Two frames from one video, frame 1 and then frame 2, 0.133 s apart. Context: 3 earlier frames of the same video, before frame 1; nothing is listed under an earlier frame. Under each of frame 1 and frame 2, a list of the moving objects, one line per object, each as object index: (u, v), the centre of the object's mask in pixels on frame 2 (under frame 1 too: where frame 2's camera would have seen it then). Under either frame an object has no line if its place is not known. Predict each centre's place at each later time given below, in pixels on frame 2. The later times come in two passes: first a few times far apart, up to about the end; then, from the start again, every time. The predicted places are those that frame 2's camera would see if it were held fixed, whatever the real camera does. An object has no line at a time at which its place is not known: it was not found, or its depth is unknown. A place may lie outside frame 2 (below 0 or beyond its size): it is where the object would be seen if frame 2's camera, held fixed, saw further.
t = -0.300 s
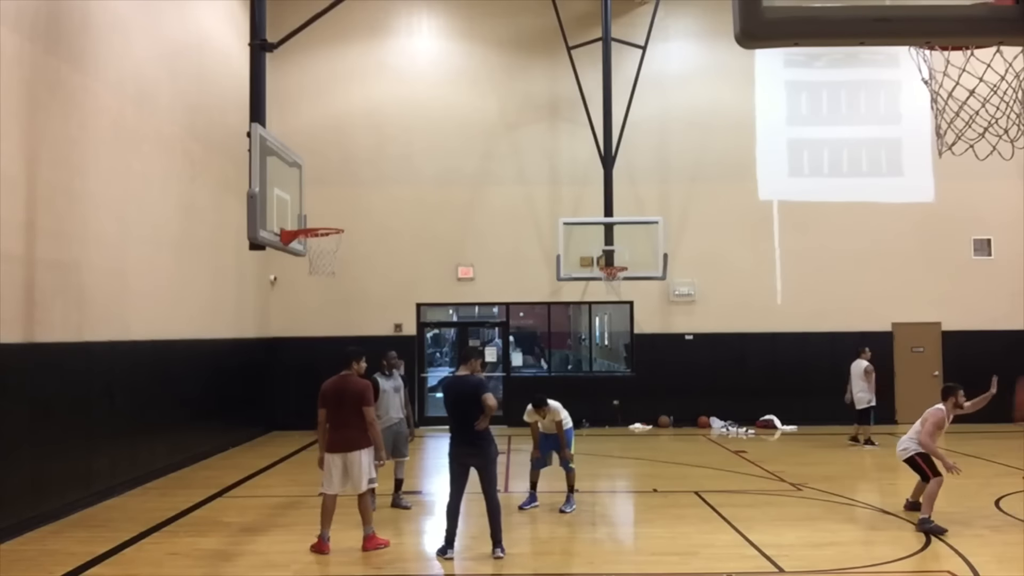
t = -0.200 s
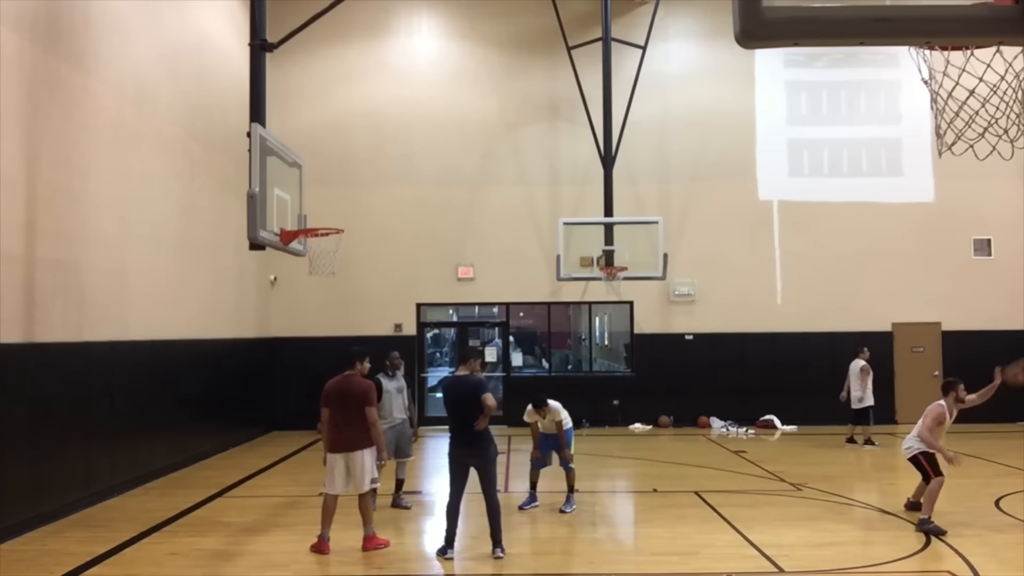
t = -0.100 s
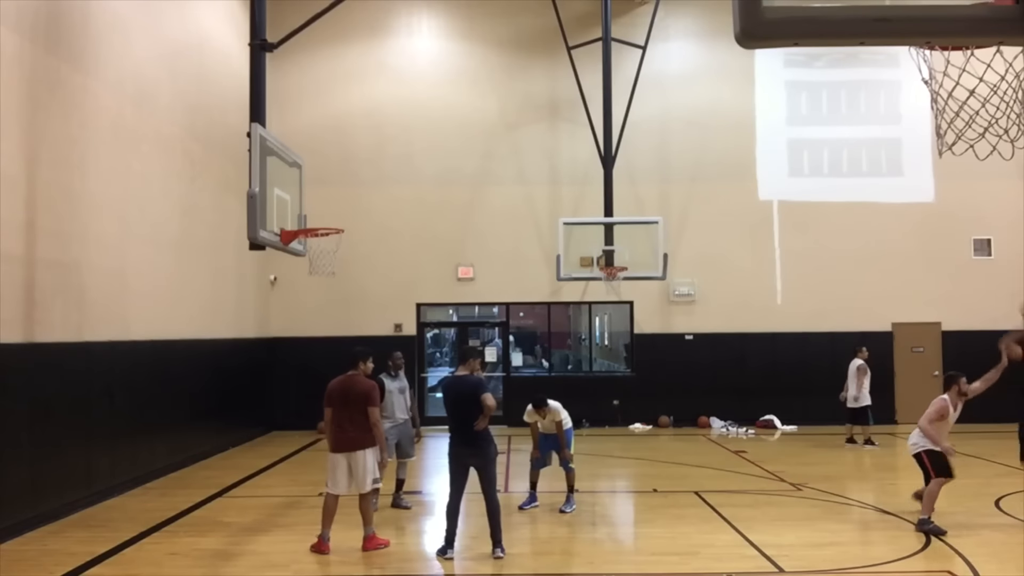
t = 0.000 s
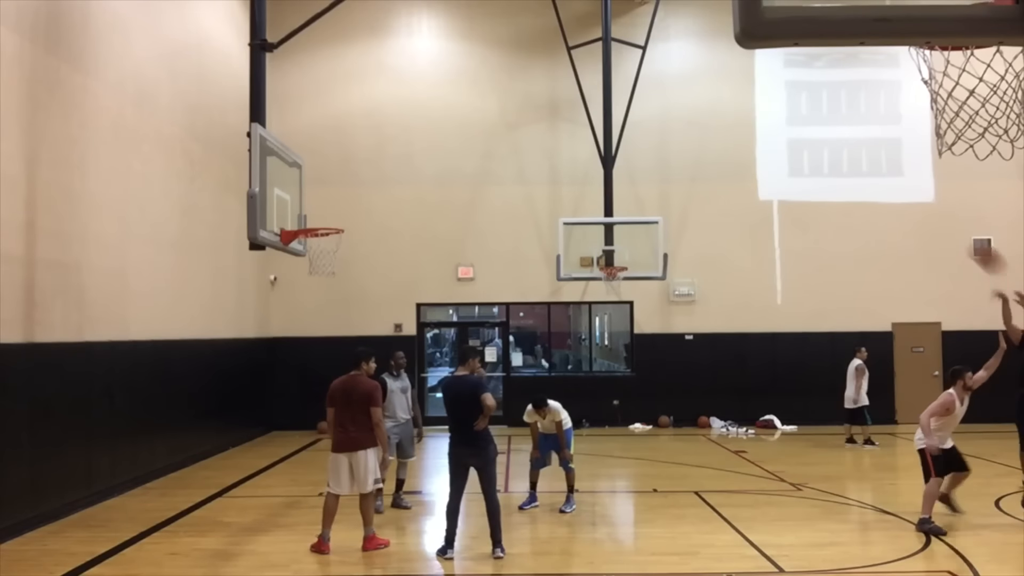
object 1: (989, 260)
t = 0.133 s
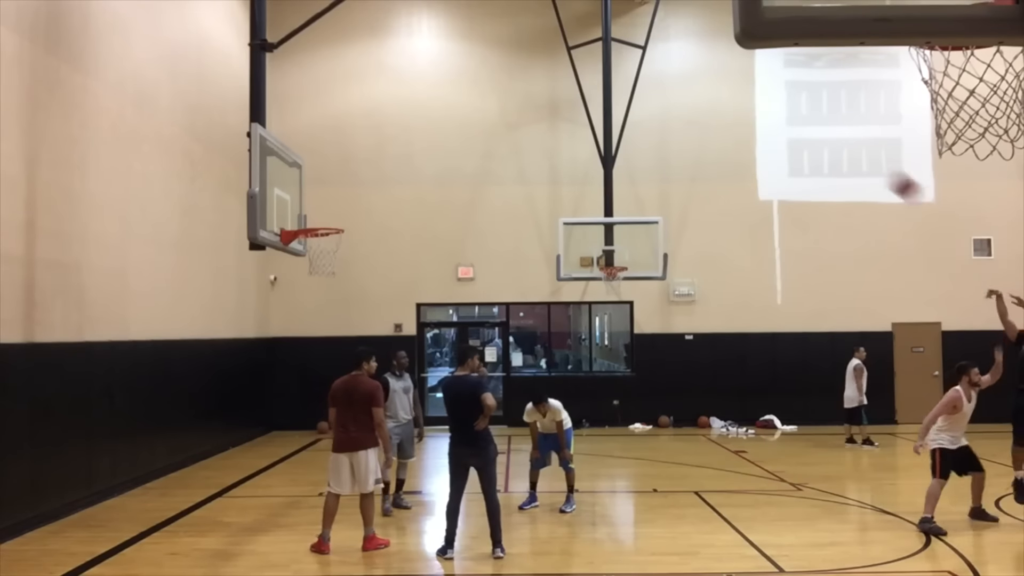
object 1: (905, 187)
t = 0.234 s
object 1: (844, 147)
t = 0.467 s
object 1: (705, 88)
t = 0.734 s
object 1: (553, 86)
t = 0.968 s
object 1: (423, 137)
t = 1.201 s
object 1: (303, 217)
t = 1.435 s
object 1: (295, 203)
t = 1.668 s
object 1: (333, 242)
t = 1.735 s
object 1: (344, 265)
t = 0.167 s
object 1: (885, 172)
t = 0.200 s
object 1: (864, 159)
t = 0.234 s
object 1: (844, 147)
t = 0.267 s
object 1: (823, 135)
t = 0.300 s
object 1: (803, 124)
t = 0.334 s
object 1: (784, 115)
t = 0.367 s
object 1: (762, 106)
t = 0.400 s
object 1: (743, 99)
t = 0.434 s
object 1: (724, 93)
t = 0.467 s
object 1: (705, 88)
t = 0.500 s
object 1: (685, 84)
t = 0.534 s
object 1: (666, 81)
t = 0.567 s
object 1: (649, 79)
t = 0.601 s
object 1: (629, 78)
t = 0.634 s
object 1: (609, 79)
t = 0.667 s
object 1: (590, 80)
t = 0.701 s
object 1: (571, 83)
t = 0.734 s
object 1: (553, 86)
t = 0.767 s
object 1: (534, 90)
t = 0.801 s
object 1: (515, 95)
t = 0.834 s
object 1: (497, 101)
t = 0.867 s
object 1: (478, 109)
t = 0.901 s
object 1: (460, 117)
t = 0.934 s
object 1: (441, 126)
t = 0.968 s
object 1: (423, 137)
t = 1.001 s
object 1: (405, 148)
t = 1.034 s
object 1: (386, 161)
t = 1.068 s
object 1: (368, 175)
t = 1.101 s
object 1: (350, 189)
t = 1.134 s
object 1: (331, 205)
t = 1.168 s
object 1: (315, 218)
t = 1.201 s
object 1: (303, 217)
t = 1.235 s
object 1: (291, 214)
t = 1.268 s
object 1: (281, 212)
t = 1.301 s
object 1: (277, 209)
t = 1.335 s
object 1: (281, 206)
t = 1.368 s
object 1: (286, 204)
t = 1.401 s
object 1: (291, 203)
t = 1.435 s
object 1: (295, 203)
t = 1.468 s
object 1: (301, 205)
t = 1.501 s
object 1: (306, 207)
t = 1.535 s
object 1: (311, 211)
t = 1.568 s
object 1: (316, 216)
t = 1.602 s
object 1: (322, 223)
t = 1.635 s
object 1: (328, 231)
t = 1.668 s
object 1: (333, 242)
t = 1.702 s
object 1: (338, 252)
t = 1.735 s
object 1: (344, 265)
